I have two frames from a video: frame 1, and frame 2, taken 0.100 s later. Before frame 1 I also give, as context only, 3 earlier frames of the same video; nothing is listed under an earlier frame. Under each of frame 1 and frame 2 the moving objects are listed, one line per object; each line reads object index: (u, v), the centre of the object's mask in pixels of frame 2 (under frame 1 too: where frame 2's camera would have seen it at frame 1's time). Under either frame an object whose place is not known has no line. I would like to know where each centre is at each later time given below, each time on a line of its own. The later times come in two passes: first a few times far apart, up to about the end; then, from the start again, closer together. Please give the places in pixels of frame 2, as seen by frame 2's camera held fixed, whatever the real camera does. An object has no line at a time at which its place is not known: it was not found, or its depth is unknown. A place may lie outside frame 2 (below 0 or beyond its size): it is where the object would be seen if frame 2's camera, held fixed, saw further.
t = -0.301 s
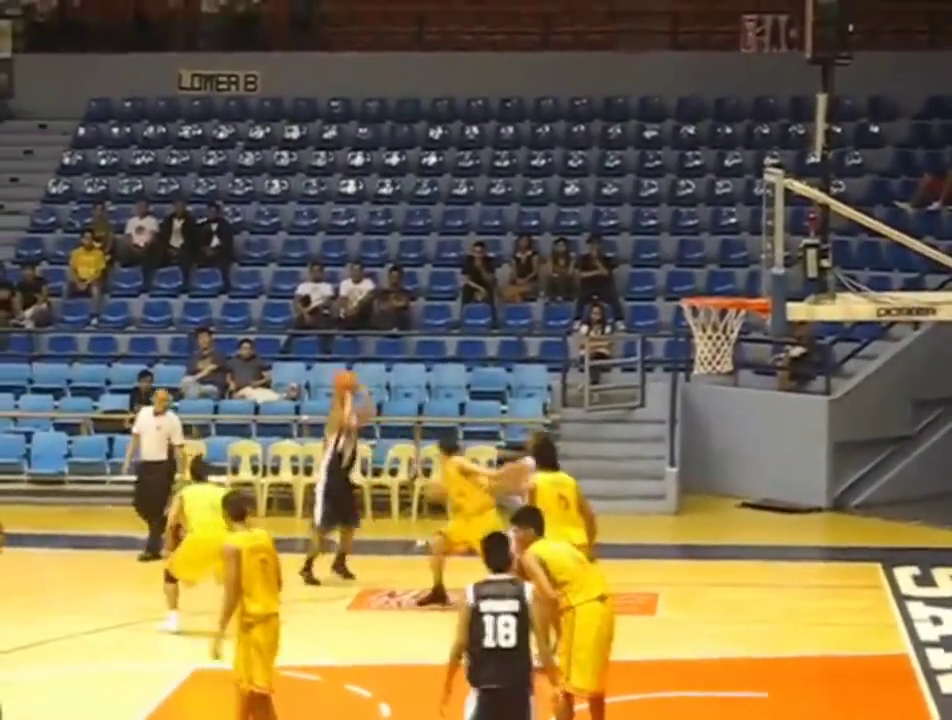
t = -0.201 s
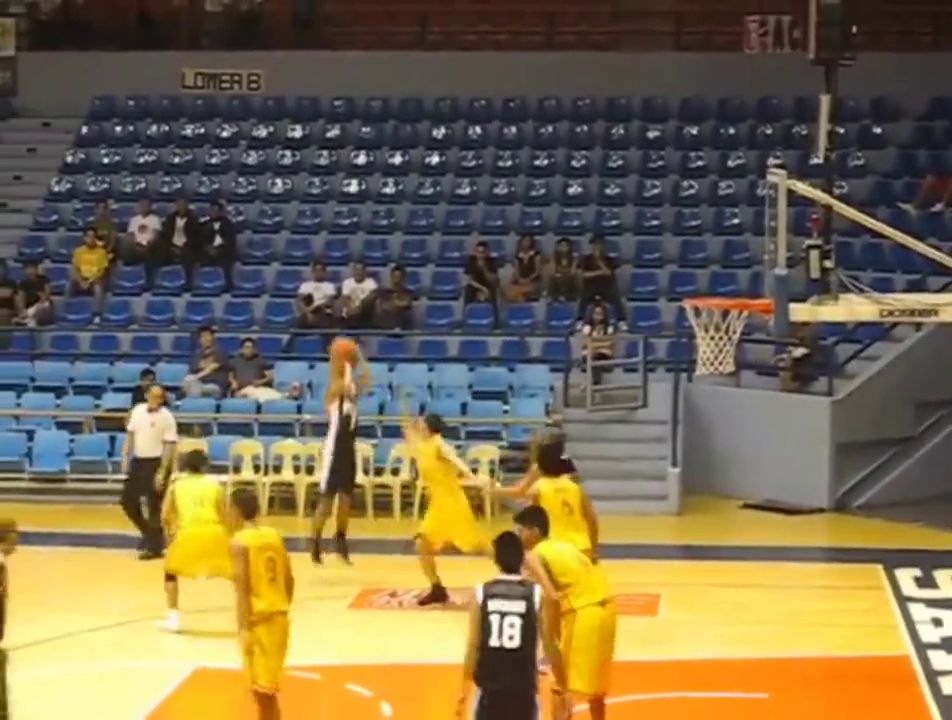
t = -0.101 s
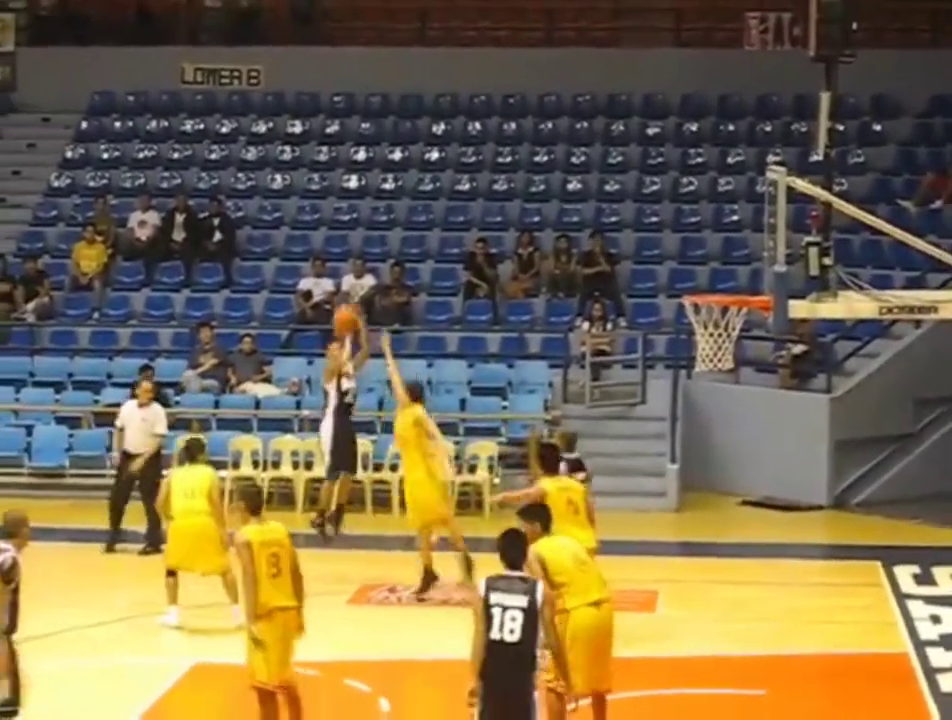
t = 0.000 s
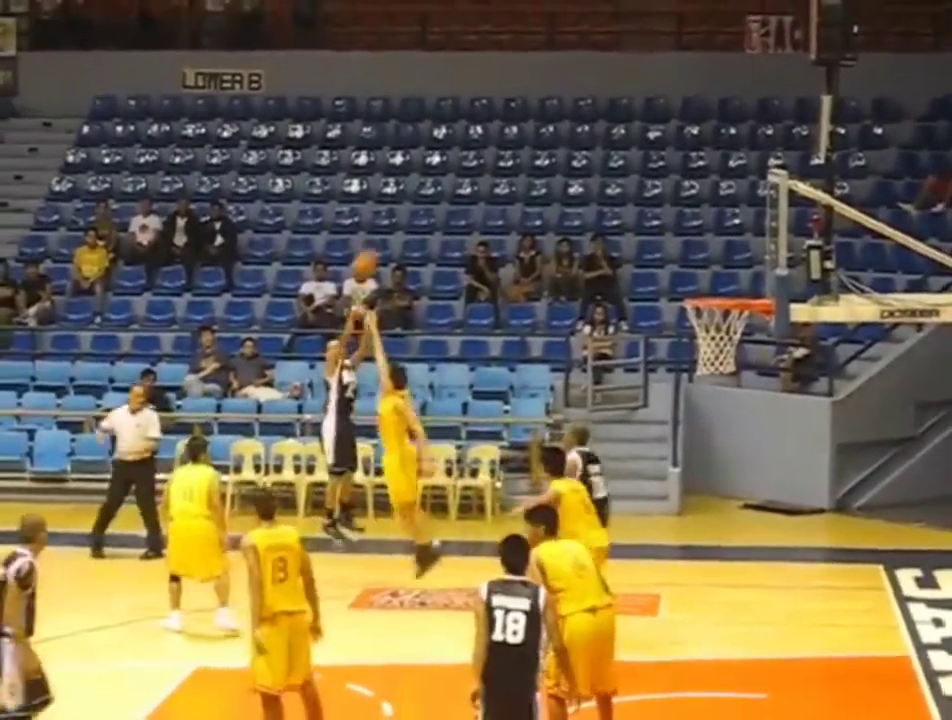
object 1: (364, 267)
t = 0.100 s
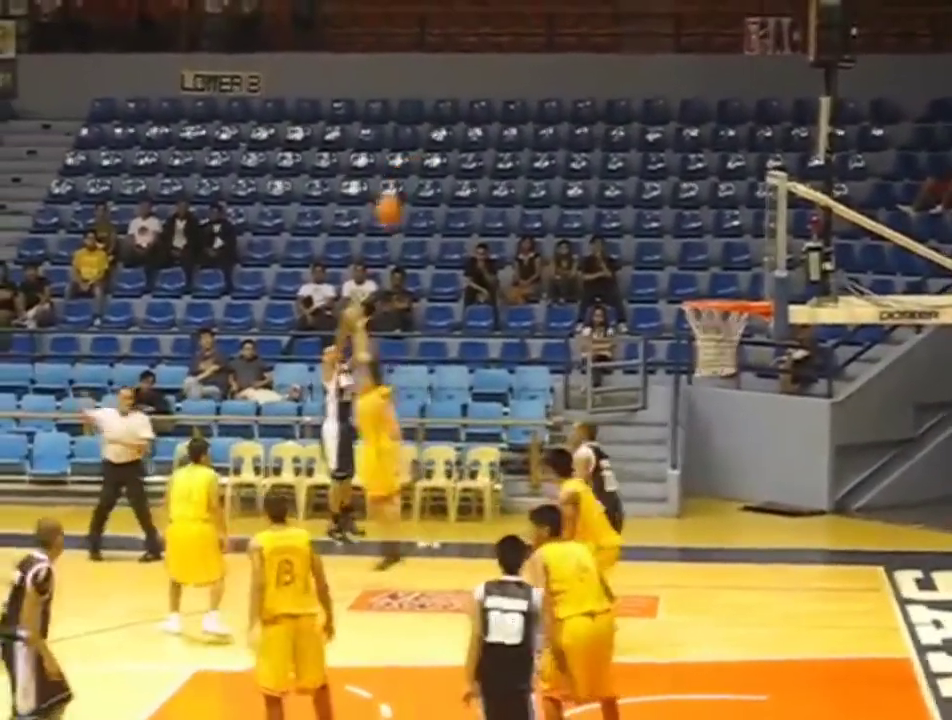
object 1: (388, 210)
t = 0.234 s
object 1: (422, 145)
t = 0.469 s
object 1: (486, 74)
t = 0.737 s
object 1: (565, 66)
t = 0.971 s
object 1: (641, 132)
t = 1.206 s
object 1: (724, 279)
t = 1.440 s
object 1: (707, 359)
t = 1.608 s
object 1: (728, 424)
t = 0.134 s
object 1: (396, 193)
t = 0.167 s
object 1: (406, 175)
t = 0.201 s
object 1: (414, 161)
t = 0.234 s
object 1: (422, 145)
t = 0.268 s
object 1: (430, 133)
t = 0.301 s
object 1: (440, 119)
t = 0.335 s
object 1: (449, 108)
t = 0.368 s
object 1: (458, 98)
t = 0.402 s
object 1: (467, 89)
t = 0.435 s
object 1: (476, 82)
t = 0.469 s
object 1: (486, 74)
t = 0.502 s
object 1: (495, 70)
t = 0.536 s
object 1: (505, 65)
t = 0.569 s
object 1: (514, 62)
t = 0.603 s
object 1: (523, 61)
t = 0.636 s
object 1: (533, 60)
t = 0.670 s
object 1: (543, 61)
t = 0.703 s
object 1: (554, 63)
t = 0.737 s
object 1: (565, 66)
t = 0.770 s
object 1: (575, 71)
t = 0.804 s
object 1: (586, 78)
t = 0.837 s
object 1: (596, 85)
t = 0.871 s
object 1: (608, 95)
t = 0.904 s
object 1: (619, 105)
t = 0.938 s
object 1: (631, 118)
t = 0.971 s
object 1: (641, 132)
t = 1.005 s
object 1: (653, 149)
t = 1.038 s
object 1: (663, 165)
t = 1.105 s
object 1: (687, 204)
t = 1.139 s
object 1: (699, 228)
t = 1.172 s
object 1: (711, 251)
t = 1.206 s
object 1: (724, 279)
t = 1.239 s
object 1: (728, 295)
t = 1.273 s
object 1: (702, 311)
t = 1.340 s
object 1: (696, 333)
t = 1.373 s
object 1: (700, 345)
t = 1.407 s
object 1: (707, 353)
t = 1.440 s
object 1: (707, 359)
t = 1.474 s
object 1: (710, 375)
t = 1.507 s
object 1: (716, 385)
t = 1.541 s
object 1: (719, 394)
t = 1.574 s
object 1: (723, 409)
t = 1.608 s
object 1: (728, 424)
